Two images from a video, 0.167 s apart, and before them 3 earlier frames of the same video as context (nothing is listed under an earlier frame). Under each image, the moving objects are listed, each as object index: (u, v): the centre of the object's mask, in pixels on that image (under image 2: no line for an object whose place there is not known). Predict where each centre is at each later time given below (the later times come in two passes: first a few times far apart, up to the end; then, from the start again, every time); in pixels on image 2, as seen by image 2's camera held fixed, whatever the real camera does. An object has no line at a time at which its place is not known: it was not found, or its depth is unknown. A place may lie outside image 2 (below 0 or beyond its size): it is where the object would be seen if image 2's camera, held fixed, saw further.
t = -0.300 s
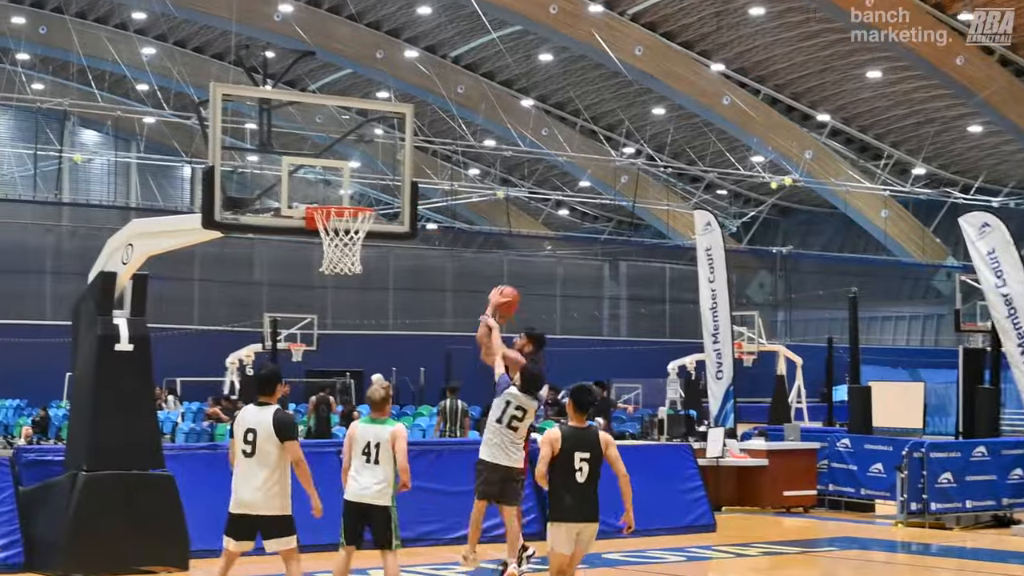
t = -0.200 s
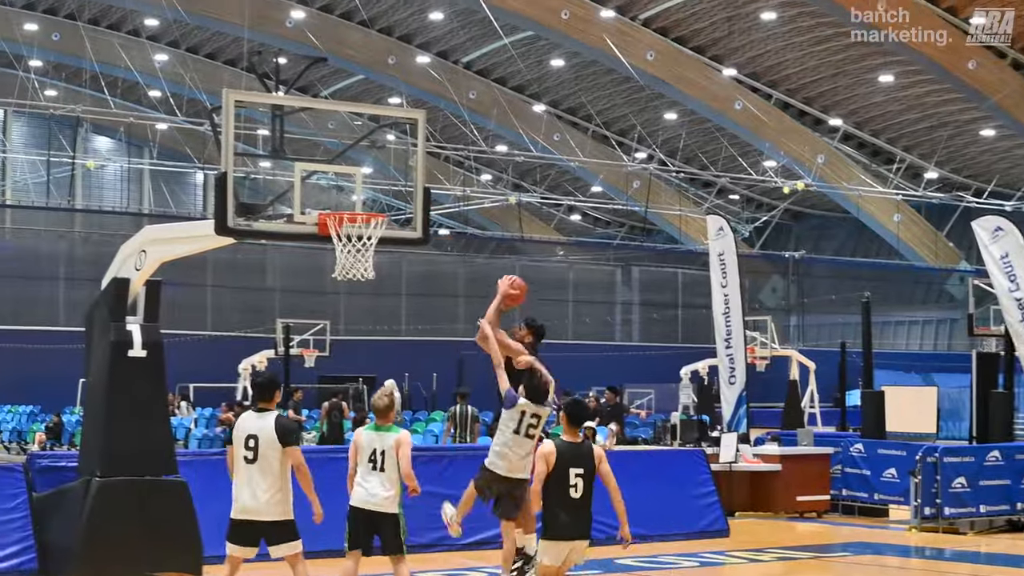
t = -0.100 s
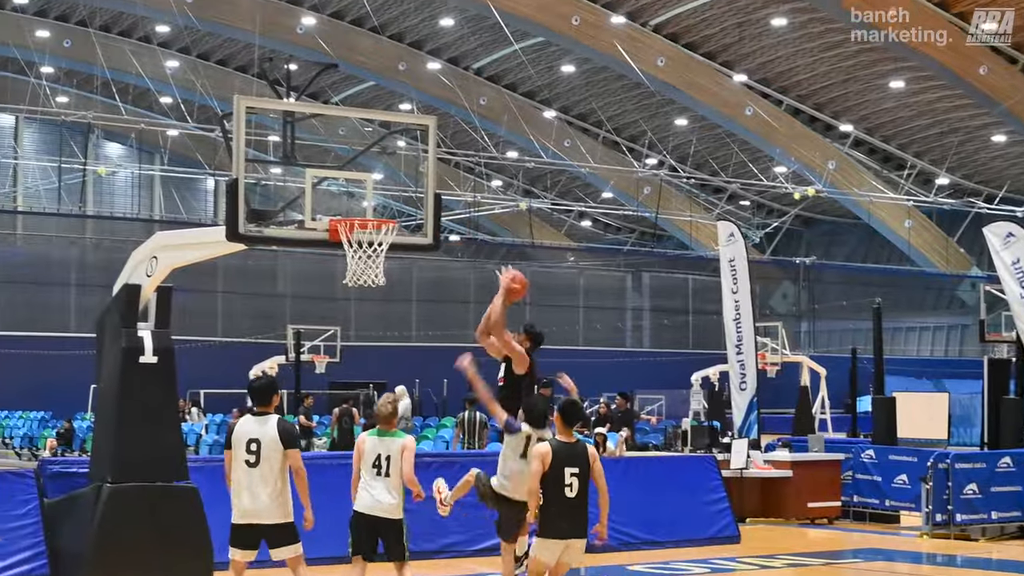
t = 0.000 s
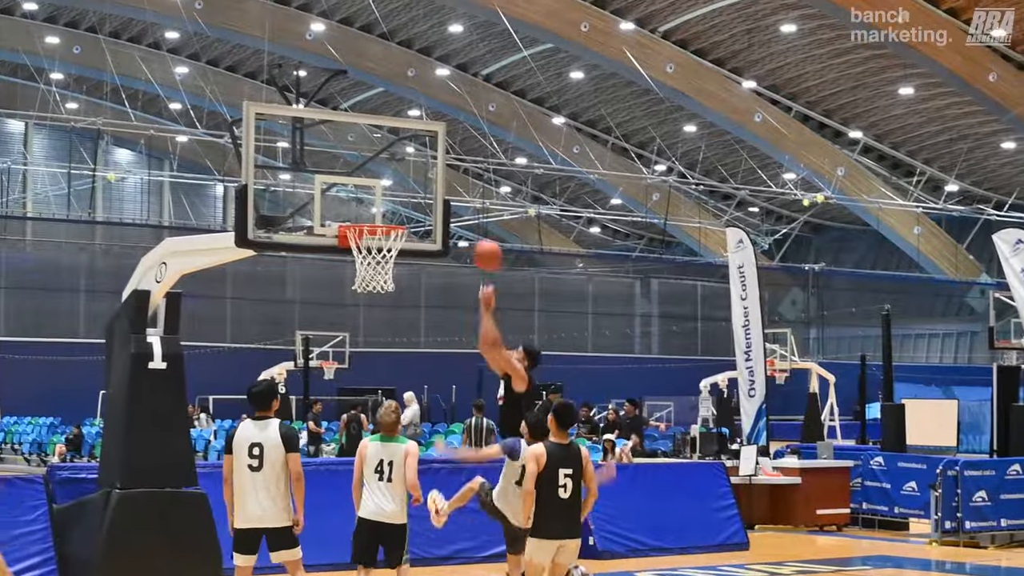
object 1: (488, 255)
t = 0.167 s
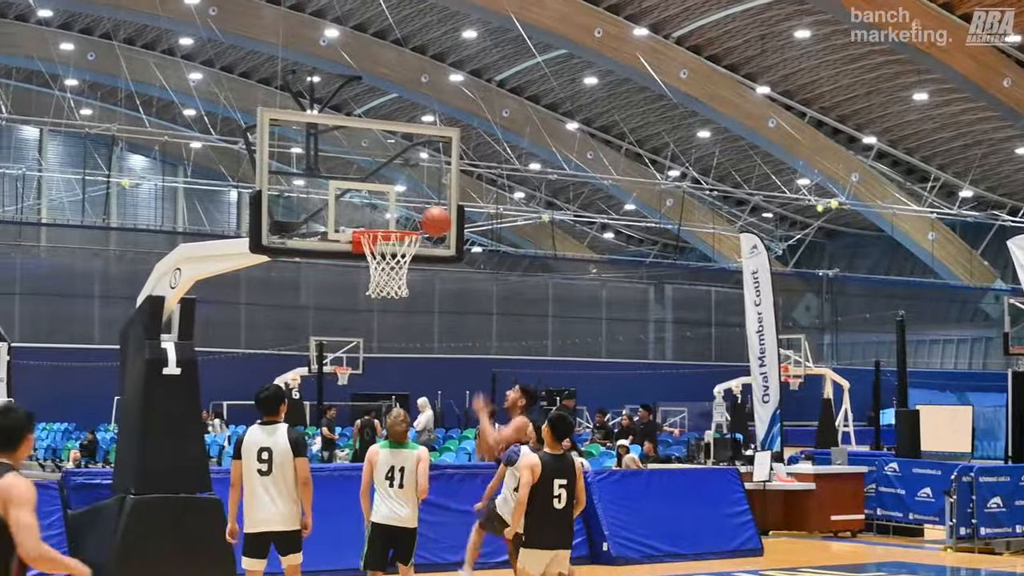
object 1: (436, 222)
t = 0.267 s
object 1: (416, 216)
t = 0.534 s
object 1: (410, 211)
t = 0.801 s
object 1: (393, 226)
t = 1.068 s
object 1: (382, 287)
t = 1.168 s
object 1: (381, 313)
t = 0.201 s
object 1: (423, 218)
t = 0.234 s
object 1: (418, 217)
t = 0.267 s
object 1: (416, 216)
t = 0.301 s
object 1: (412, 217)
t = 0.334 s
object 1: (409, 218)
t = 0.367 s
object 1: (409, 217)
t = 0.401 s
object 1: (409, 213)
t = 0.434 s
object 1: (409, 211)
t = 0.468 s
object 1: (410, 211)
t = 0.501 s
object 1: (410, 211)
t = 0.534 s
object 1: (410, 211)
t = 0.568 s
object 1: (411, 214)
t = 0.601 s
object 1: (412, 216)
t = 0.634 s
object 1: (411, 219)
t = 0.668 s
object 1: (407, 220)
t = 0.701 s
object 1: (403, 220)
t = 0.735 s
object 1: (400, 221)
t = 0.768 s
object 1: (397, 223)
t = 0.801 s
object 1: (393, 226)
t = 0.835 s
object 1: (391, 247)
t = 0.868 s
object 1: (386, 251)
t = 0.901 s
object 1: (382, 261)
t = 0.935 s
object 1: (381, 269)
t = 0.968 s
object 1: (380, 272)
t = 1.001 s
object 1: (380, 276)
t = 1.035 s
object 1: (380, 280)
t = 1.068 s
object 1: (382, 287)
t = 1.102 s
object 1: (380, 293)
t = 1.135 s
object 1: (381, 303)
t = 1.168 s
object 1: (381, 313)
